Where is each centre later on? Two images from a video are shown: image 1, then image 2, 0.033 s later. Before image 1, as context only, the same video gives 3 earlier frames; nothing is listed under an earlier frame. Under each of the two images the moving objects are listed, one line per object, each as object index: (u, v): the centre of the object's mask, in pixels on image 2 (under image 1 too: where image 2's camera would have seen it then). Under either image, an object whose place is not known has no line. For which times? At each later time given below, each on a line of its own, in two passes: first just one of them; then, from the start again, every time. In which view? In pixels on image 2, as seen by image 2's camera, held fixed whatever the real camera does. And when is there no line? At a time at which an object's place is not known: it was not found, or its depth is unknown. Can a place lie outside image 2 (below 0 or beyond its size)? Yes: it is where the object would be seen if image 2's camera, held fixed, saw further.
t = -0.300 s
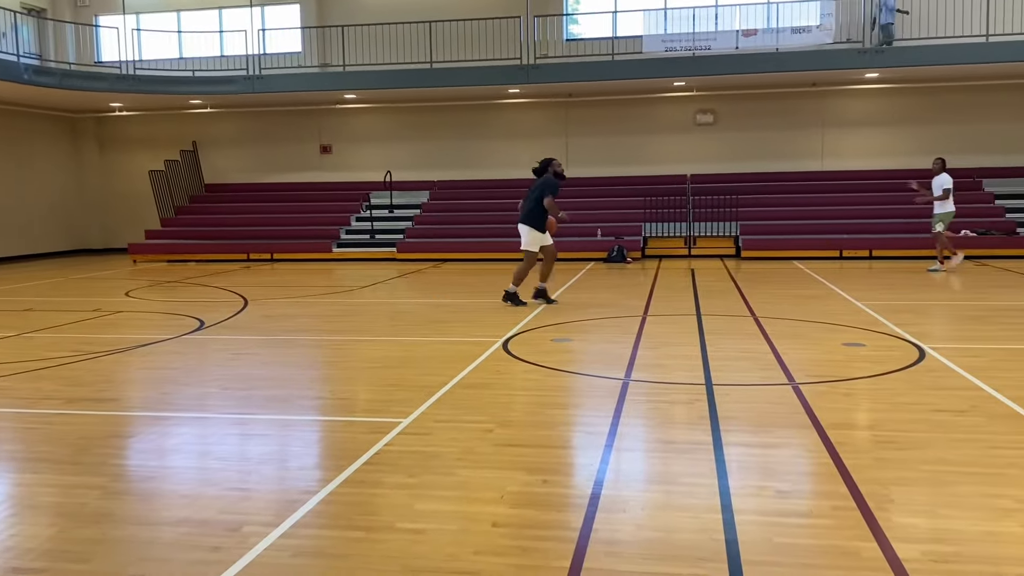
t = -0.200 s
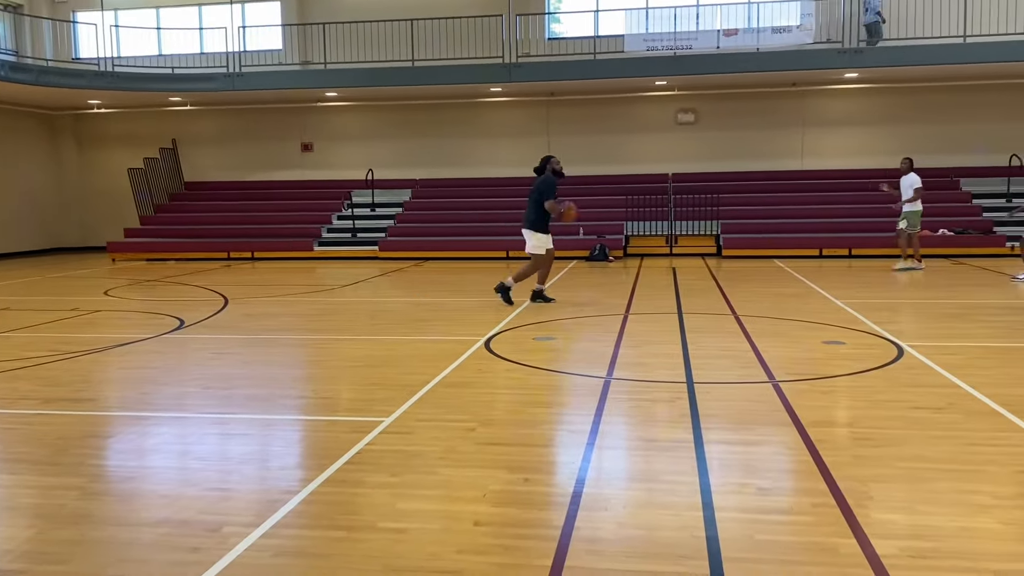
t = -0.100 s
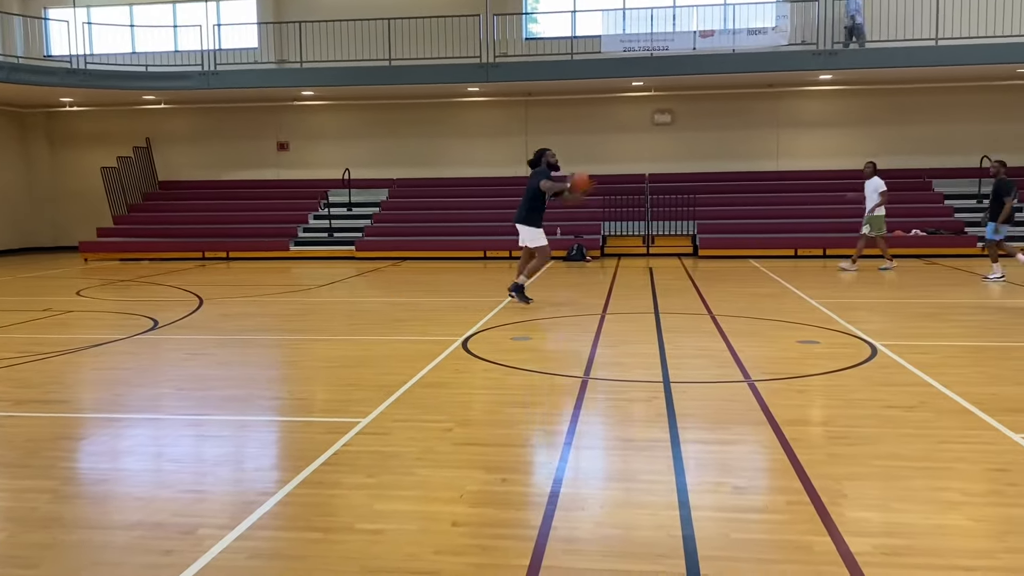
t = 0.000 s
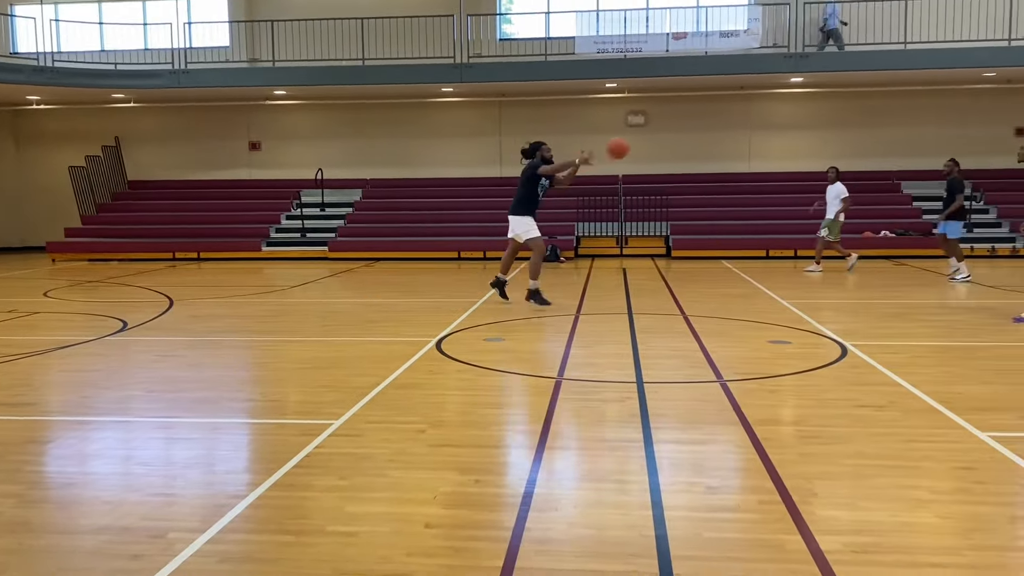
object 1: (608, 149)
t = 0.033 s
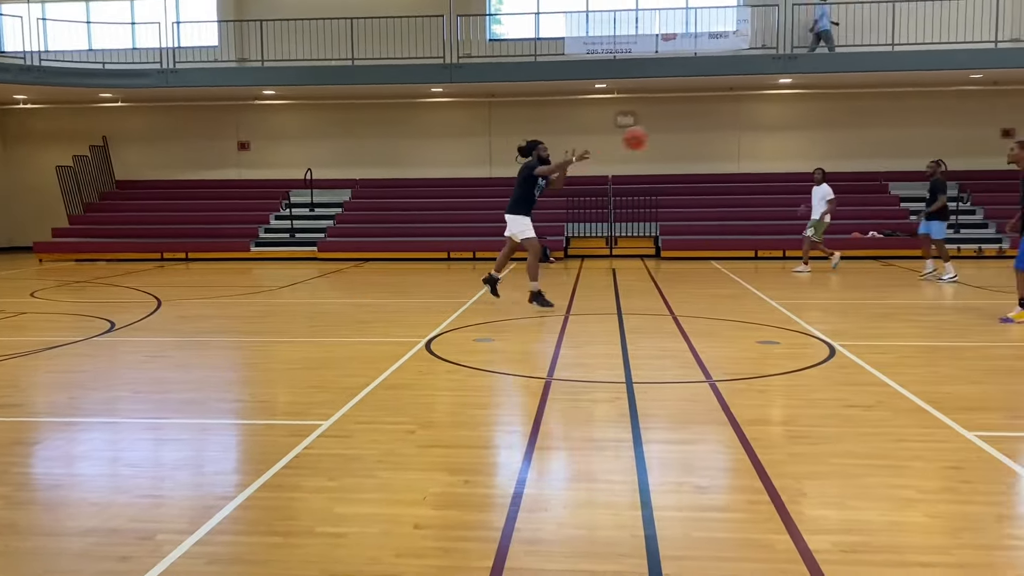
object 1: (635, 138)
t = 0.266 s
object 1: (871, 76)
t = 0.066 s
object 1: (663, 127)
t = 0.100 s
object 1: (692, 118)
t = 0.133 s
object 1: (724, 108)
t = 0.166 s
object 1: (756, 99)
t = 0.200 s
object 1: (793, 90)
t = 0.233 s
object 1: (831, 81)
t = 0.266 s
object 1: (871, 76)
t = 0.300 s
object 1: (917, 69)
